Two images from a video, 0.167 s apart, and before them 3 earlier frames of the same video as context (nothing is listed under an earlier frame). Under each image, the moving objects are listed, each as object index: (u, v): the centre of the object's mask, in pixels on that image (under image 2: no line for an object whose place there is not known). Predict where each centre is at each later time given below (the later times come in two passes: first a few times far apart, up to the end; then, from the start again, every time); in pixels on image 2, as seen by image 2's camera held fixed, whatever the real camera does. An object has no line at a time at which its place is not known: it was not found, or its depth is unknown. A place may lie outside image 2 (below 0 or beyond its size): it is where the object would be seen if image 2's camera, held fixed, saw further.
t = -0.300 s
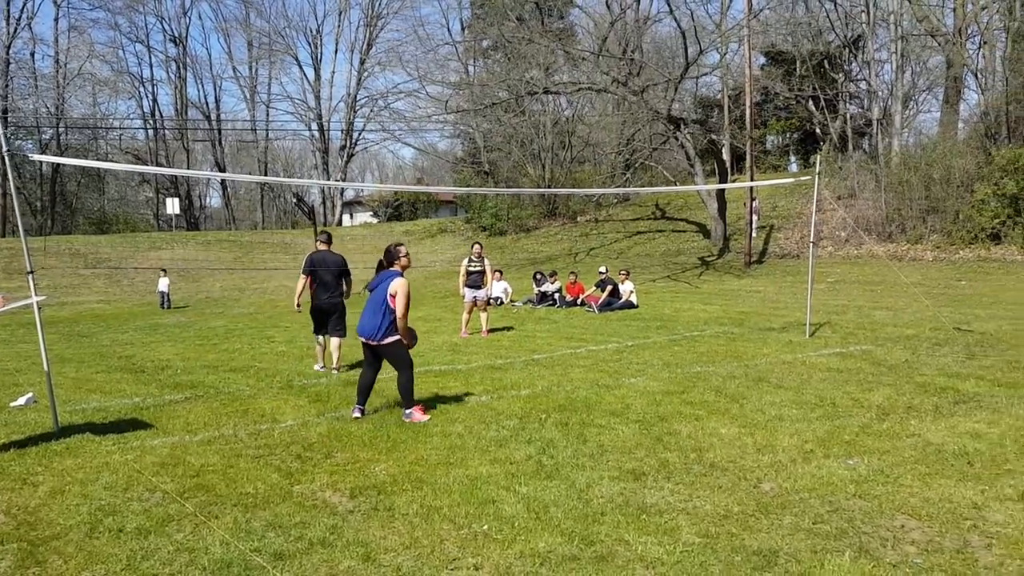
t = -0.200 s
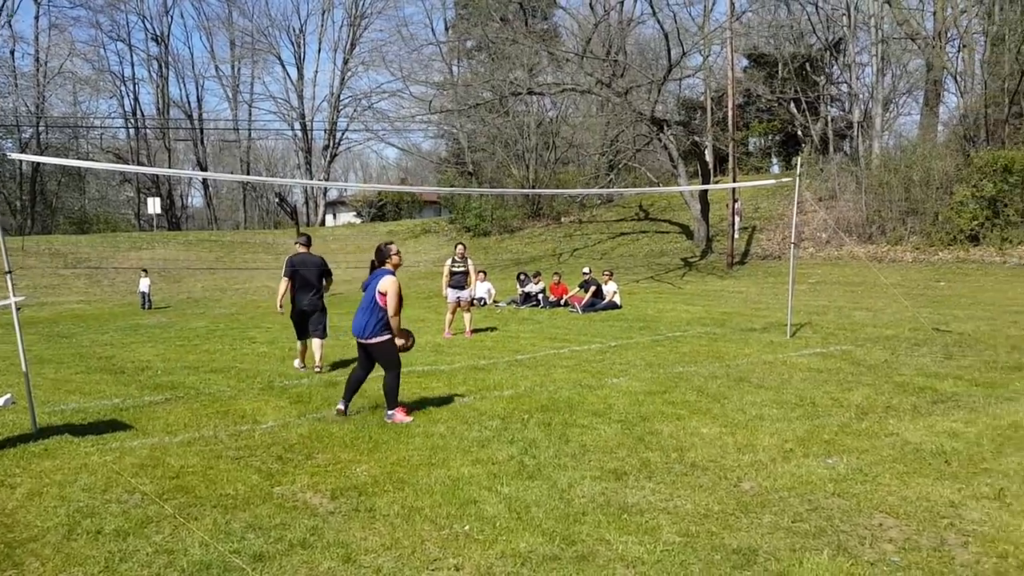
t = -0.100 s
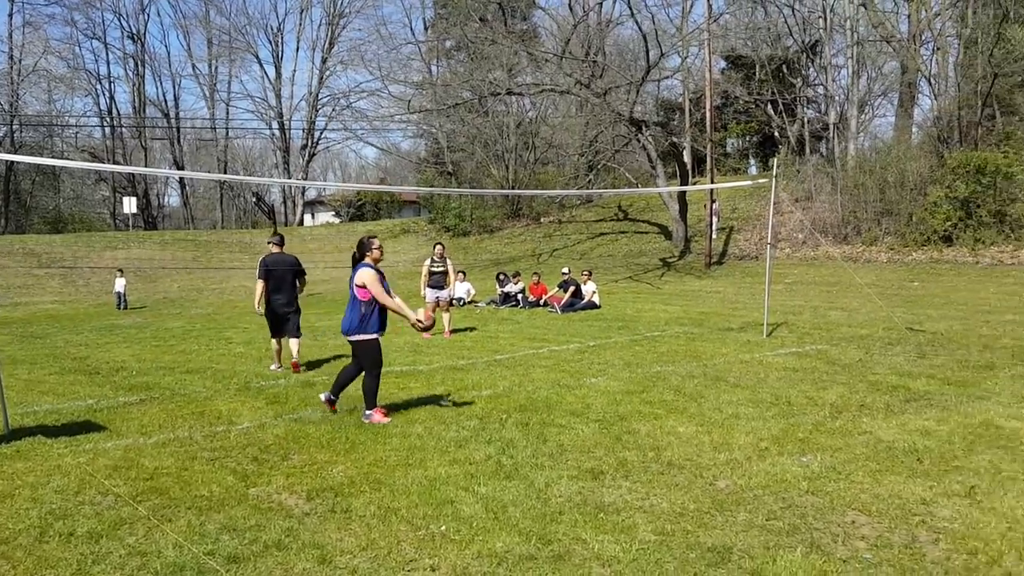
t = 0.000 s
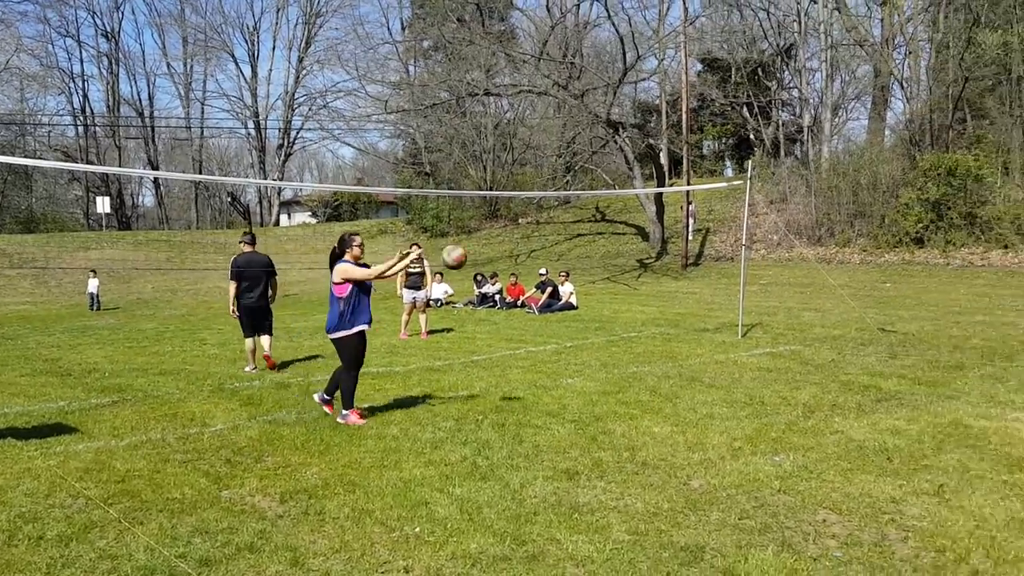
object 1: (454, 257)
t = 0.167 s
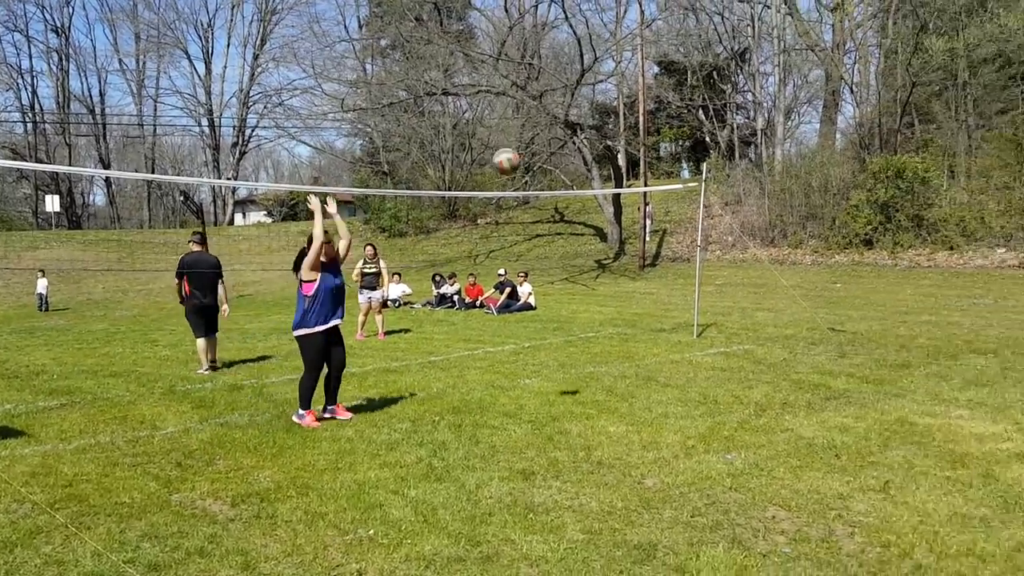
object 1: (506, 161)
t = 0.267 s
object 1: (566, 115)
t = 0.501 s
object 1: (717, 50)
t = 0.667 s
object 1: (841, 49)
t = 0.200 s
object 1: (526, 145)
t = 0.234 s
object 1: (545, 129)
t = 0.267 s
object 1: (566, 115)
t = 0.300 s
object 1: (586, 102)
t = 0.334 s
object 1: (607, 89)
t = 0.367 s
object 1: (629, 79)
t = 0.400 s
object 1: (651, 70)
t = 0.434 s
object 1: (672, 60)
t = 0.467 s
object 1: (695, 54)
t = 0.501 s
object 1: (717, 50)
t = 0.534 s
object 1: (741, 48)
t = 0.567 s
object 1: (766, 46)
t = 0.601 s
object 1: (791, 45)
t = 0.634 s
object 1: (816, 46)
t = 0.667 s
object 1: (841, 49)
